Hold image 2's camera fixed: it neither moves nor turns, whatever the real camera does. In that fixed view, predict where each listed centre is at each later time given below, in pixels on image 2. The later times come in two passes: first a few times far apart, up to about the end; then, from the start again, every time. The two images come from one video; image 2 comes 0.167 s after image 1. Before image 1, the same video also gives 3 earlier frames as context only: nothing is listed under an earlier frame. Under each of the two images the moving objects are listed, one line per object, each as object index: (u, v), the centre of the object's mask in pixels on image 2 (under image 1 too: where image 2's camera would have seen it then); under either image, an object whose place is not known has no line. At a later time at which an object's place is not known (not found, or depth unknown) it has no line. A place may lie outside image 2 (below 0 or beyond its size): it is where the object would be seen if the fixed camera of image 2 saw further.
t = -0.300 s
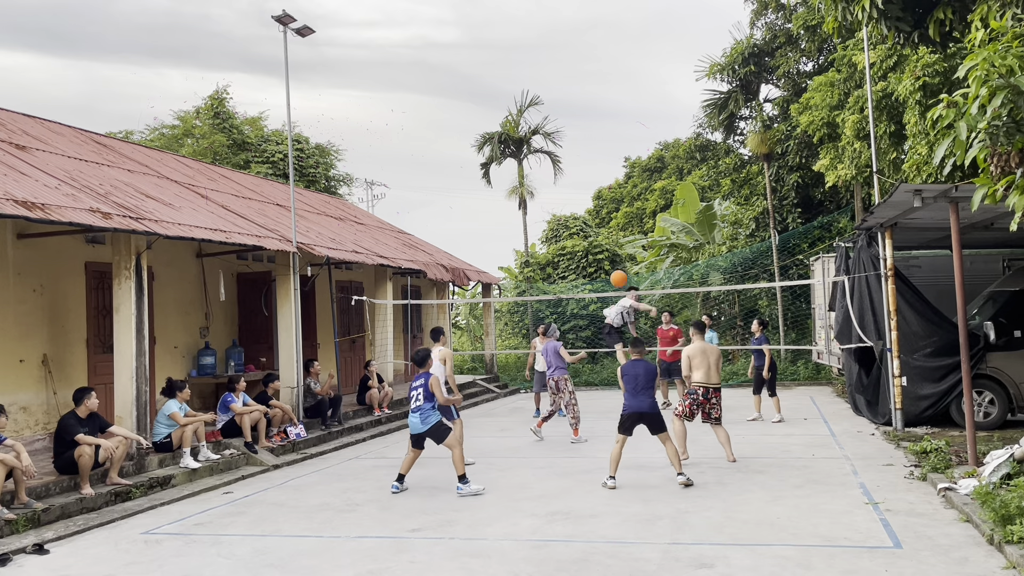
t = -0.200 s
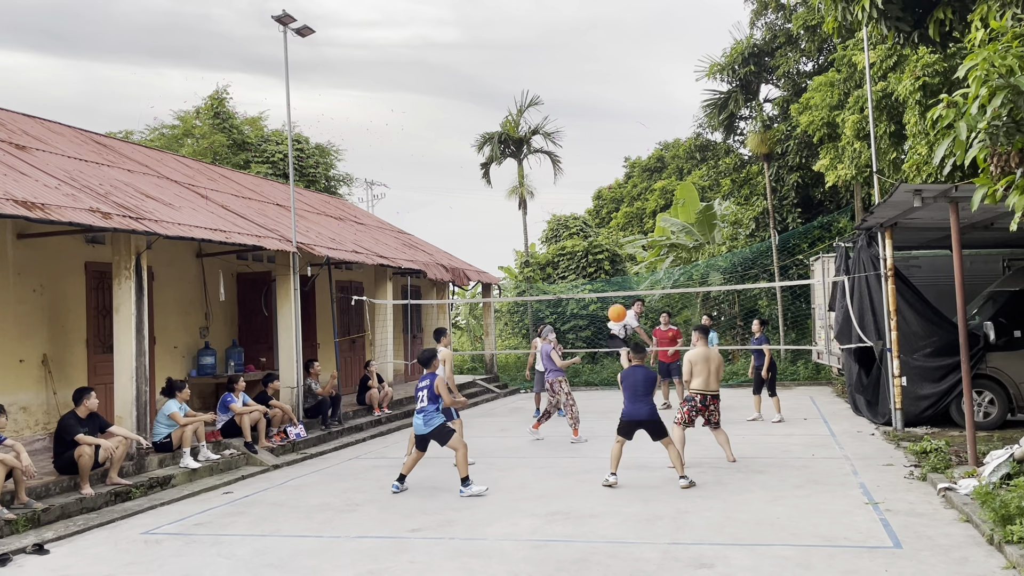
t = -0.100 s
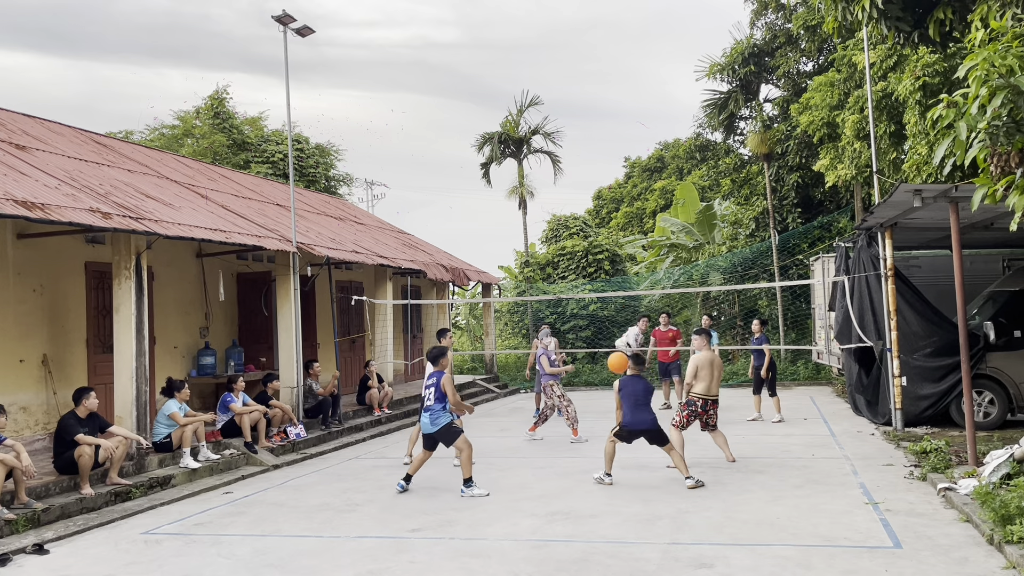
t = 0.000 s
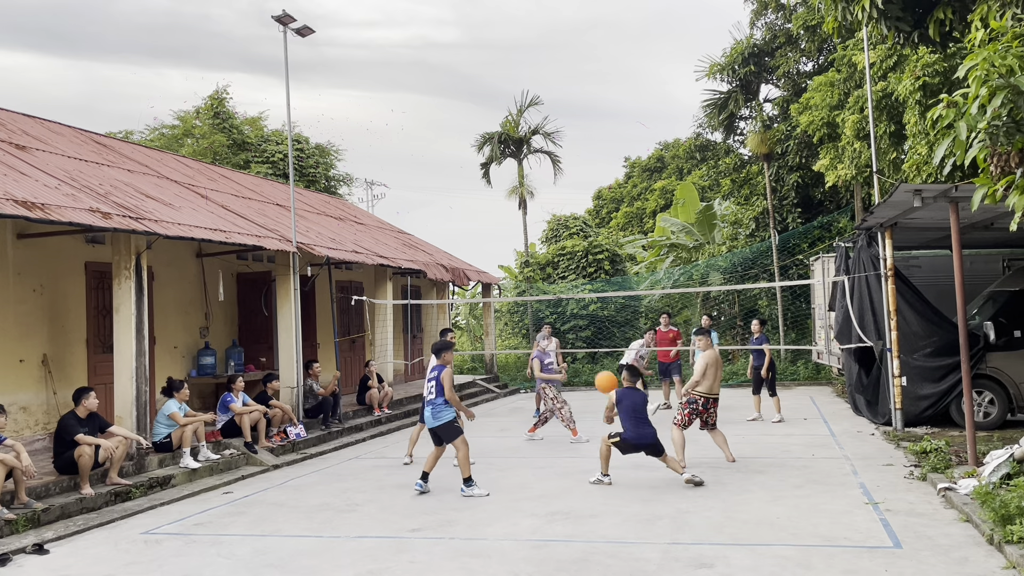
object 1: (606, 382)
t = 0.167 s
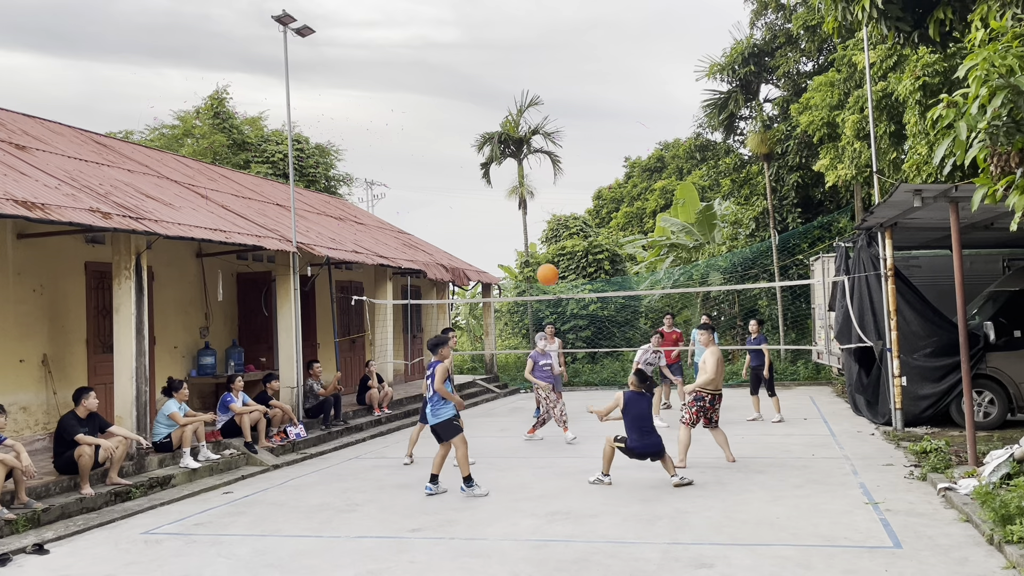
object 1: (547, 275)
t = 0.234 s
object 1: (527, 242)
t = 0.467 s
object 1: (462, 163)
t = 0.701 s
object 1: (406, 134)
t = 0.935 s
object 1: (356, 148)
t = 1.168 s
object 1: (314, 200)
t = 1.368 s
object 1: (294, 263)
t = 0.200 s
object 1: (537, 258)
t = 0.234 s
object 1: (527, 242)
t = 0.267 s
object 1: (517, 227)
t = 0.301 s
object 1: (507, 213)
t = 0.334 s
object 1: (497, 201)
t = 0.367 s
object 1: (488, 190)
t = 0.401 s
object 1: (480, 180)
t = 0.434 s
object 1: (471, 171)
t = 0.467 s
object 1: (462, 163)
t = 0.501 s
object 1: (453, 155)
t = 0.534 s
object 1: (445, 150)
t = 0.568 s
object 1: (437, 145)
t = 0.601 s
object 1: (429, 141)
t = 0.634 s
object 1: (421, 138)
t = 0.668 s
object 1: (413, 135)
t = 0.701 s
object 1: (406, 134)
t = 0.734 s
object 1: (398, 133)
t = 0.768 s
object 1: (391, 134)
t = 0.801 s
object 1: (384, 135)
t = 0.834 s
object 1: (377, 137)
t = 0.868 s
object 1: (370, 140)
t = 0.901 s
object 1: (363, 143)
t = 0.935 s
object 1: (356, 148)
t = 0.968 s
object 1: (350, 153)
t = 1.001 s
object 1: (344, 159)
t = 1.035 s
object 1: (337, 166)
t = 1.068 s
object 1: (331, 174)
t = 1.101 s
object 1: (325, 182)
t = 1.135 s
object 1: (319, 190)
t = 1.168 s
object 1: (314, 200)
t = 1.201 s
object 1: (308, 210)
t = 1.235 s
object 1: (303, 221)
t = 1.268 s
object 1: (297, 232)
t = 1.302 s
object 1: (292, 244)
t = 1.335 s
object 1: (290, 255)
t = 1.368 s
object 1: (294, 263)
